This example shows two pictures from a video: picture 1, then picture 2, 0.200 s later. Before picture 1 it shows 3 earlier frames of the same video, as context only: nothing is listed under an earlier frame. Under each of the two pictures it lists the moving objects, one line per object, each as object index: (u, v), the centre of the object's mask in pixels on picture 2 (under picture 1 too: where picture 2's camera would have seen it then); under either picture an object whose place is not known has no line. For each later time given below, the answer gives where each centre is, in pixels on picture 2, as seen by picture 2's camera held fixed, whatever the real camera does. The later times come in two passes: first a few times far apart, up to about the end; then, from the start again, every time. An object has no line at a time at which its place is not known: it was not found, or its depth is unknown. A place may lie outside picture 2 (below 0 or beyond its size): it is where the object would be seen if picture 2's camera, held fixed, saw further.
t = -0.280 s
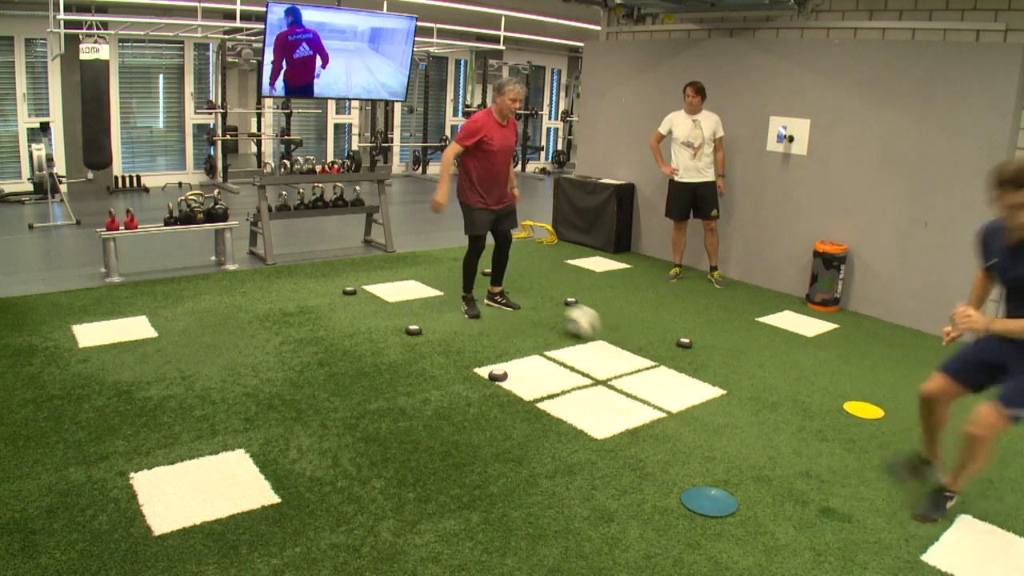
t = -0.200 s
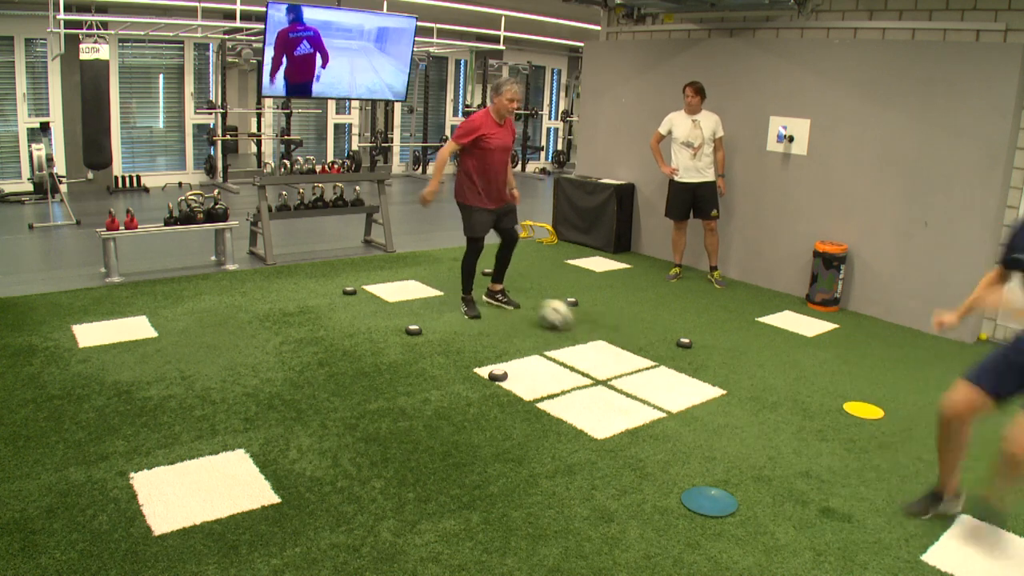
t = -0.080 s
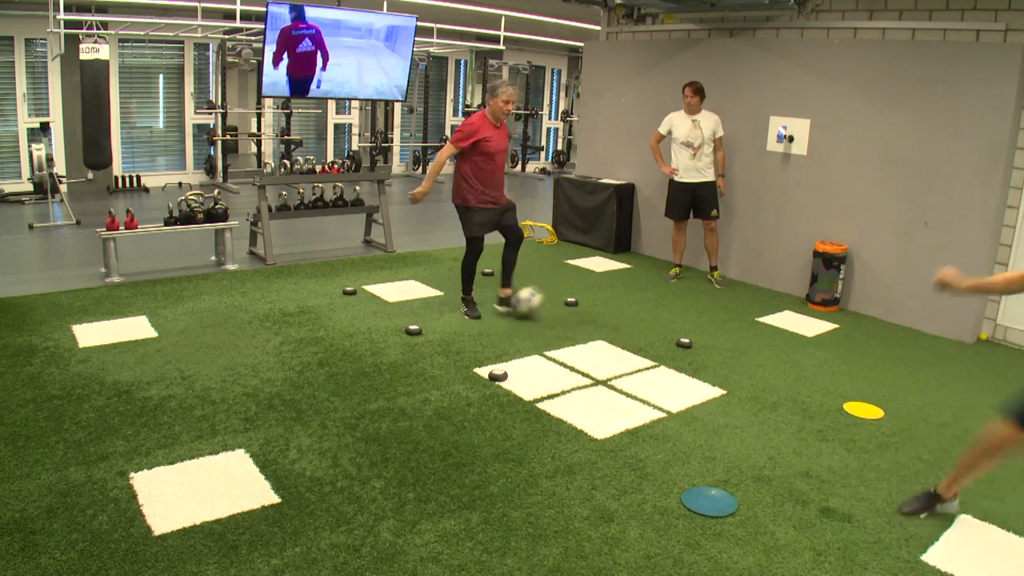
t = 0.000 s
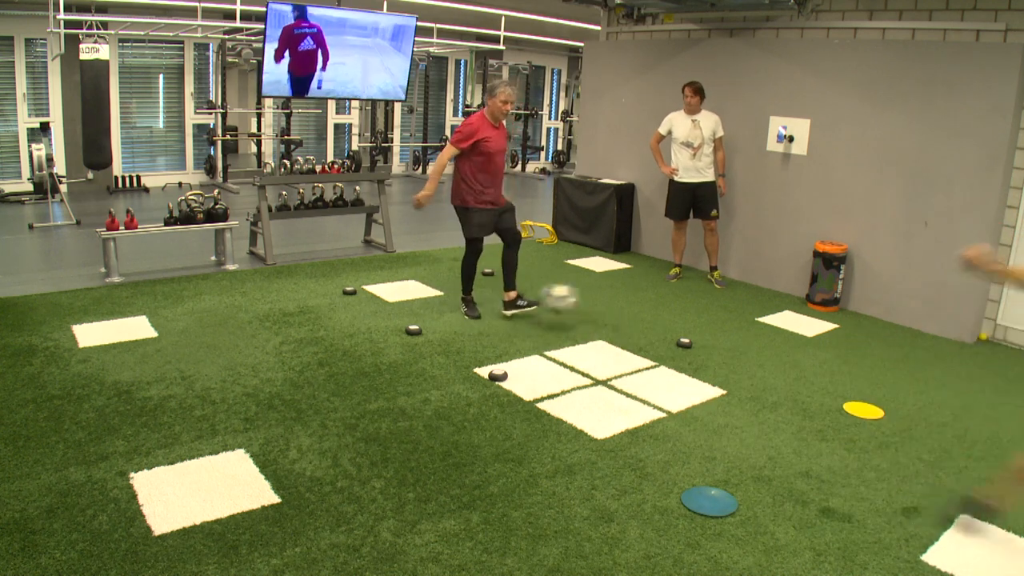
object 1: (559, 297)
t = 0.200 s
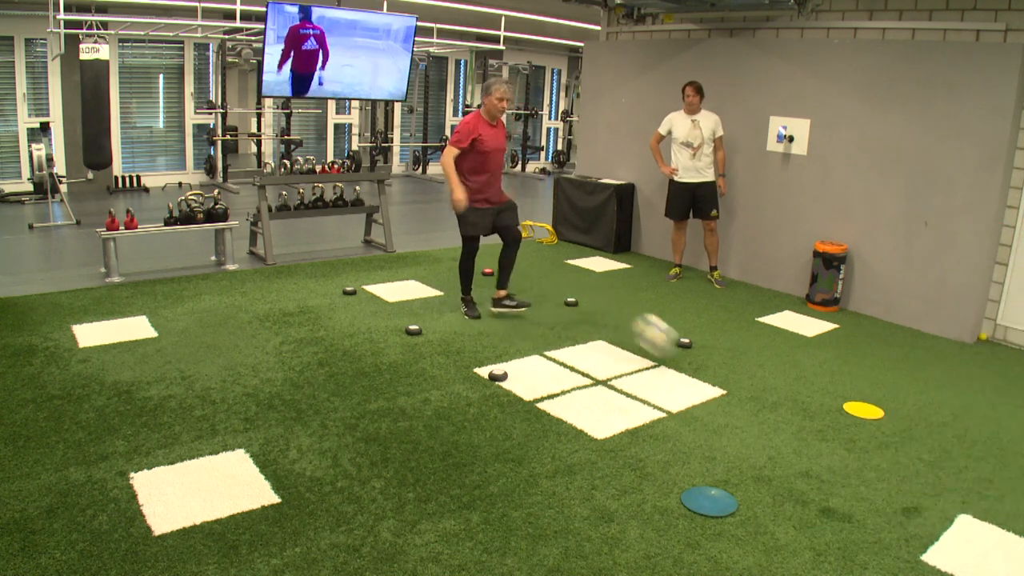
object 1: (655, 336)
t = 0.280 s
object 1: (696, 362)
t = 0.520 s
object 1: (776, 388)
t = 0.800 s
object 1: (869, 422)
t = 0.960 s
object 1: (930, 447)
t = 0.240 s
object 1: (676, 350)
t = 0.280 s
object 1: (696, 362)
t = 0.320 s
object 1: (708, 362)
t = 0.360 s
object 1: (721, 361)
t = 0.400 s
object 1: (735, 363)
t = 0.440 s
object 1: (749, 368)
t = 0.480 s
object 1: (763, 375)
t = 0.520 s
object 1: (776, 388)
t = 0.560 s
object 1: (789, 396)
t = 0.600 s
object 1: (802, 397)
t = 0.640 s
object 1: (815, 399)
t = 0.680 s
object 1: (827, 404)
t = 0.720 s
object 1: (842, 414)
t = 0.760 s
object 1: (856, 419)
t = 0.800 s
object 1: (869, 422)
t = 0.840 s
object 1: (886, 428)
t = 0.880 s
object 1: (900, 436)
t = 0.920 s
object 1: (914, 441)
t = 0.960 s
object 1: (930, 447)
